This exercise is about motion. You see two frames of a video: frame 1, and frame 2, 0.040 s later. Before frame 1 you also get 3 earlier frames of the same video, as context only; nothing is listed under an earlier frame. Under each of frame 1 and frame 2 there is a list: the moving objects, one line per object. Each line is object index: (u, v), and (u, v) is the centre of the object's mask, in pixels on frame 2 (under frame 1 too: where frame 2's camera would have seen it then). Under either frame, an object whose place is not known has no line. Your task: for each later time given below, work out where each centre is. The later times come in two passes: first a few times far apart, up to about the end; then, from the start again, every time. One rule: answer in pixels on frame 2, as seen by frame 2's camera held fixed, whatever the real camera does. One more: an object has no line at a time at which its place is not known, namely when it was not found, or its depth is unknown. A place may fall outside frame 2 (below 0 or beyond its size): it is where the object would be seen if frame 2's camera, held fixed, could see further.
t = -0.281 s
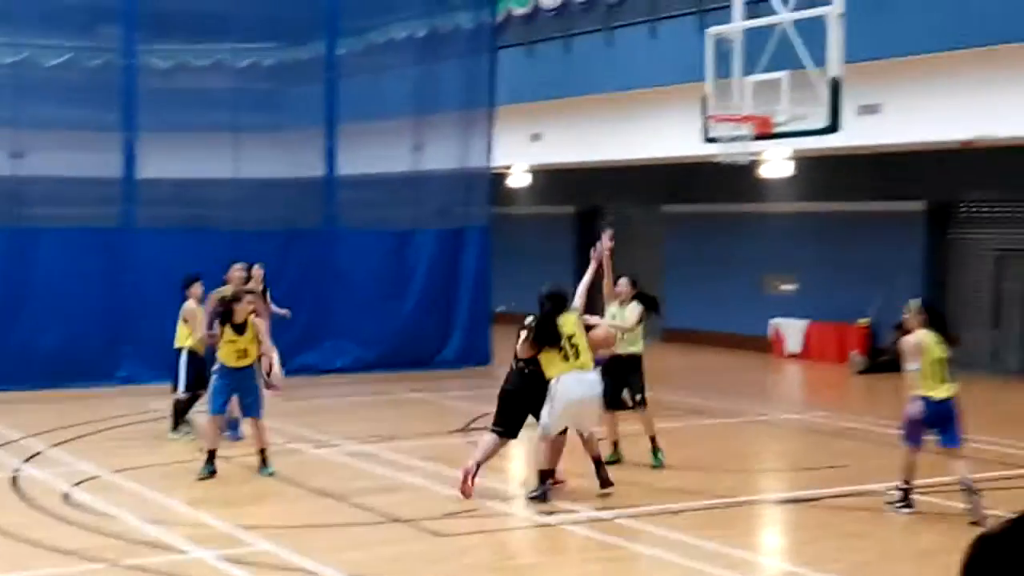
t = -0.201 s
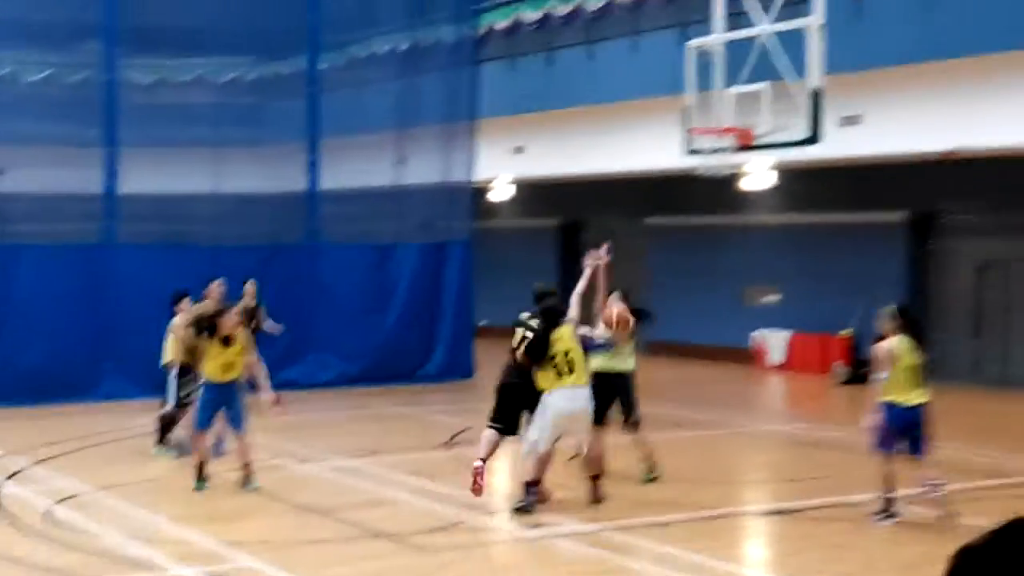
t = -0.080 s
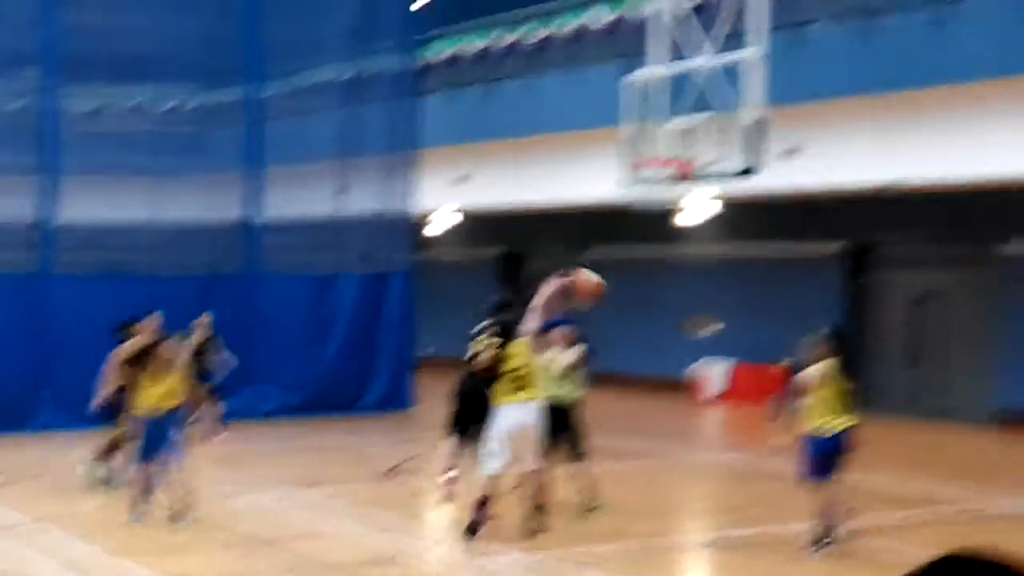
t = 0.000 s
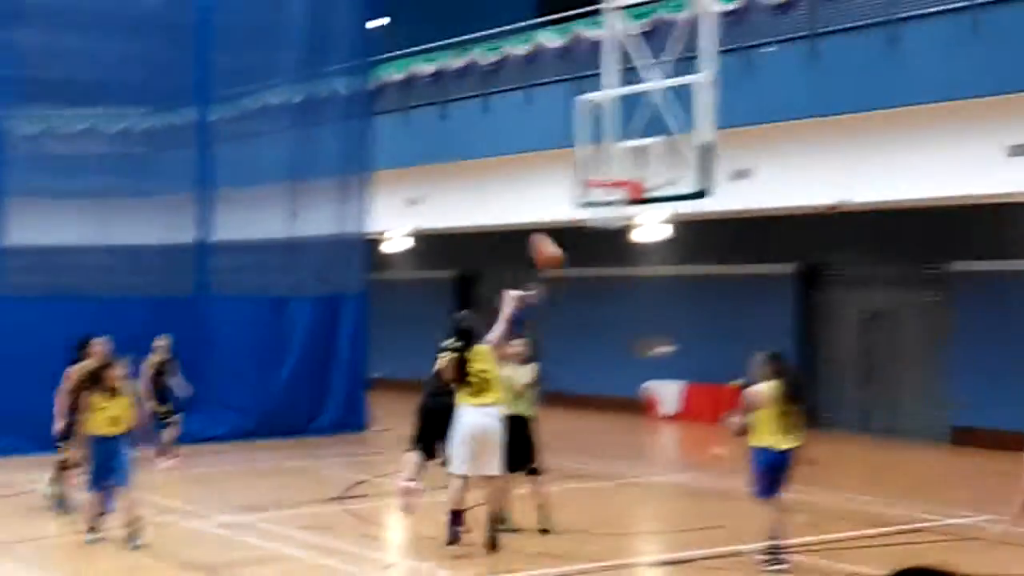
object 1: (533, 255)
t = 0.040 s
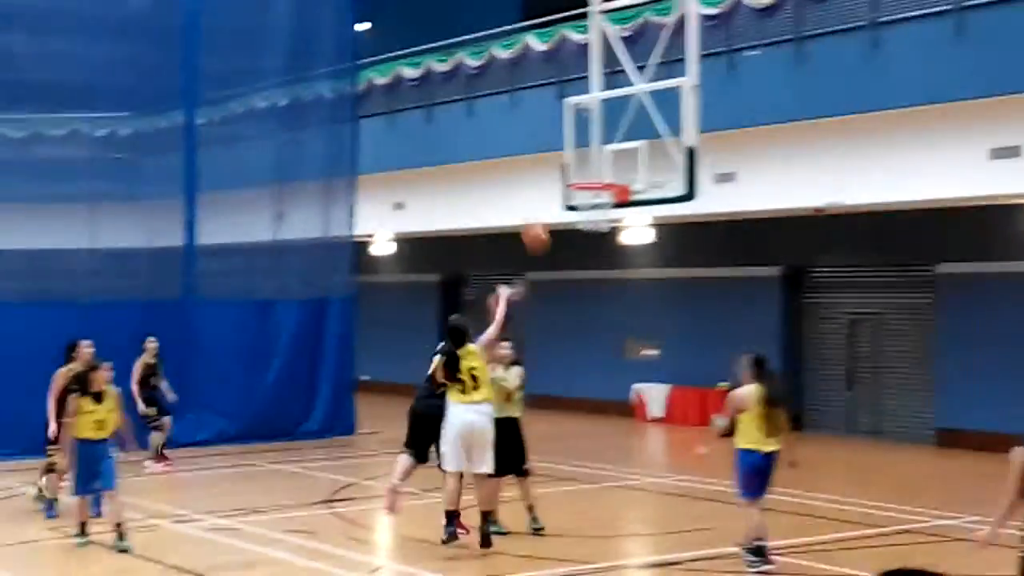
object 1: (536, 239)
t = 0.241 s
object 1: (546, 150)
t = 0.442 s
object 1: (555, 118)
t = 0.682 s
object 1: (569, 137)
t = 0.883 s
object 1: (586, 193)
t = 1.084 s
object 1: (611, 232)
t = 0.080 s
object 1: (536, 212)
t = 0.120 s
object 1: (540, 196)
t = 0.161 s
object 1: (542, 173)
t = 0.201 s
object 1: (543, 163)
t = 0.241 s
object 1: (546, 150)
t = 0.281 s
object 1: (547, 140)
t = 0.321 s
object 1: (549, 132)
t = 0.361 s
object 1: (552, 125)
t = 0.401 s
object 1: (553, 120)
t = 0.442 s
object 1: (555, 118)
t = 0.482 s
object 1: (558, 116)
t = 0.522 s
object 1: (561, 117)
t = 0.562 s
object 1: (562, 119)
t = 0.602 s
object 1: (563, 123)
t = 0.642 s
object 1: (566, 130)
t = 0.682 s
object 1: (569, 137)
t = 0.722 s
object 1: (571, 146)
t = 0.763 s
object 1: (573, 154)
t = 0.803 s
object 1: (575, 169)
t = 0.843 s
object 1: (579, 181)
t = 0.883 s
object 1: (586, 193)
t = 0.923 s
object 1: (592, 202)
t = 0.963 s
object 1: (600, 213)
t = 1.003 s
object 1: (604, 219)
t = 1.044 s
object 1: (608, 228)
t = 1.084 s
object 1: (611, 232)
